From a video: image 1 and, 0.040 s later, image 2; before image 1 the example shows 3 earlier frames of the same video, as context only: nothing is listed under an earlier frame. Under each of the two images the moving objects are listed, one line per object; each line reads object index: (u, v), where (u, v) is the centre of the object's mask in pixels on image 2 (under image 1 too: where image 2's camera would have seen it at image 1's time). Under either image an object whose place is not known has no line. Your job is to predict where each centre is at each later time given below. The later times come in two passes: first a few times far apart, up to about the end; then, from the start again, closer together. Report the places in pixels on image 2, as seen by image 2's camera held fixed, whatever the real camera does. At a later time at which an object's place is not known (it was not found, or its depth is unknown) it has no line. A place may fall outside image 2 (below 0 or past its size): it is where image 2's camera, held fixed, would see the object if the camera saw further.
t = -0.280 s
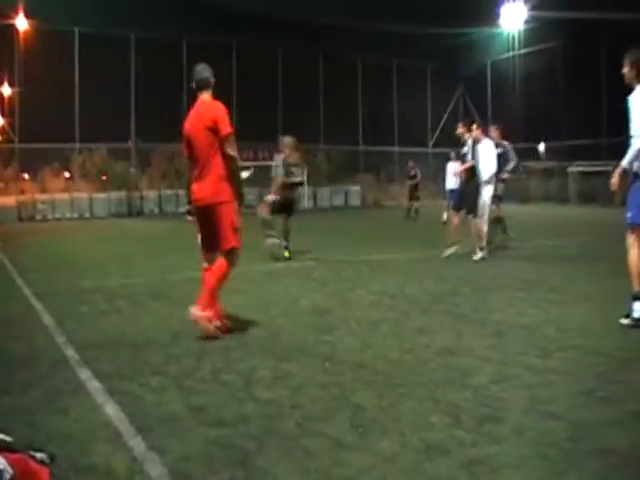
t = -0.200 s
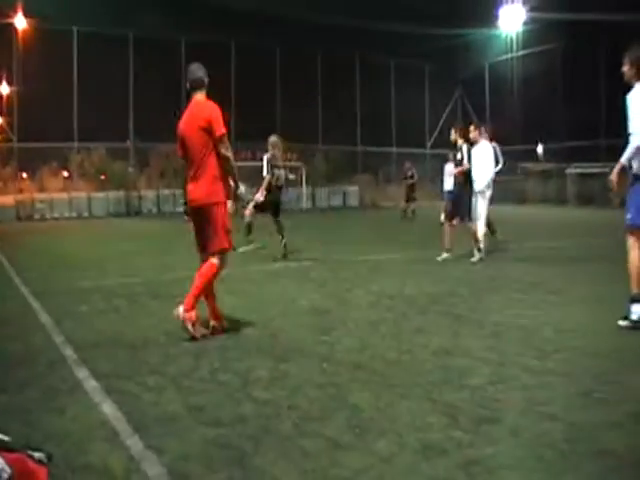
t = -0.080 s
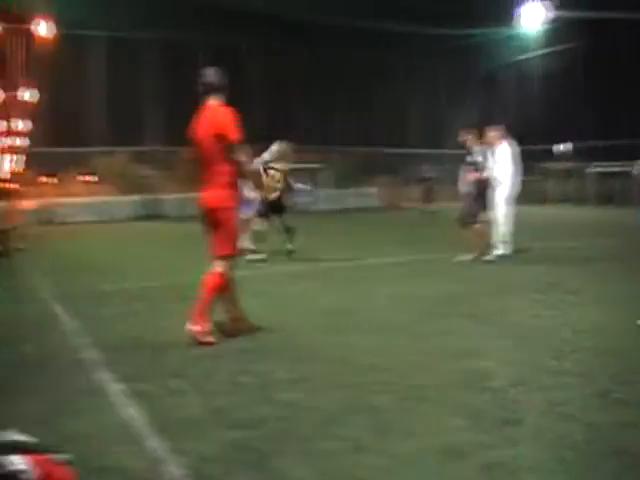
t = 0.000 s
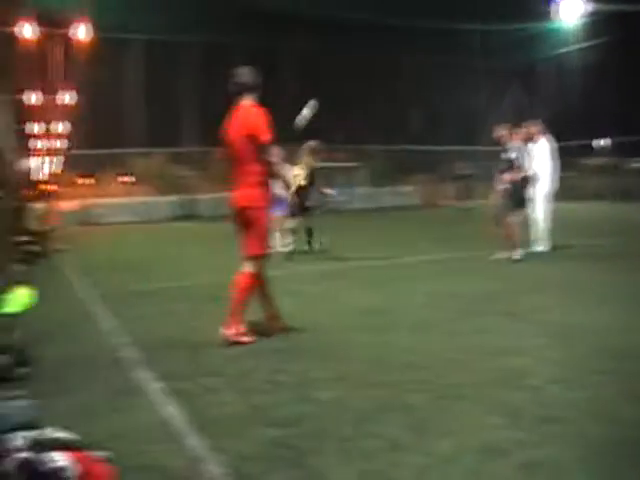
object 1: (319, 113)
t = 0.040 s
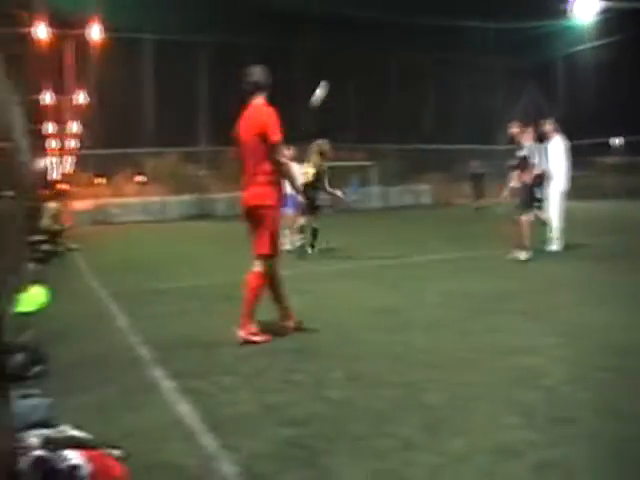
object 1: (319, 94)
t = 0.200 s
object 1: (320, 32)
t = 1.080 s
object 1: (323, 6)
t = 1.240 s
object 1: (324, 47)
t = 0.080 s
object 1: (320, 76)
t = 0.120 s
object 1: (320, 59)
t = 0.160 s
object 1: (319, 46)
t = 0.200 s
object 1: (320, 32)
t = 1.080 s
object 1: (323, 6)
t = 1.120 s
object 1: (323, 14)
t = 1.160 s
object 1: (324, 25)
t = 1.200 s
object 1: (323, 35)
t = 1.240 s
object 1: (324, 47)
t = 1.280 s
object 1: (324, 59)
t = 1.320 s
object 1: (324, 71)
